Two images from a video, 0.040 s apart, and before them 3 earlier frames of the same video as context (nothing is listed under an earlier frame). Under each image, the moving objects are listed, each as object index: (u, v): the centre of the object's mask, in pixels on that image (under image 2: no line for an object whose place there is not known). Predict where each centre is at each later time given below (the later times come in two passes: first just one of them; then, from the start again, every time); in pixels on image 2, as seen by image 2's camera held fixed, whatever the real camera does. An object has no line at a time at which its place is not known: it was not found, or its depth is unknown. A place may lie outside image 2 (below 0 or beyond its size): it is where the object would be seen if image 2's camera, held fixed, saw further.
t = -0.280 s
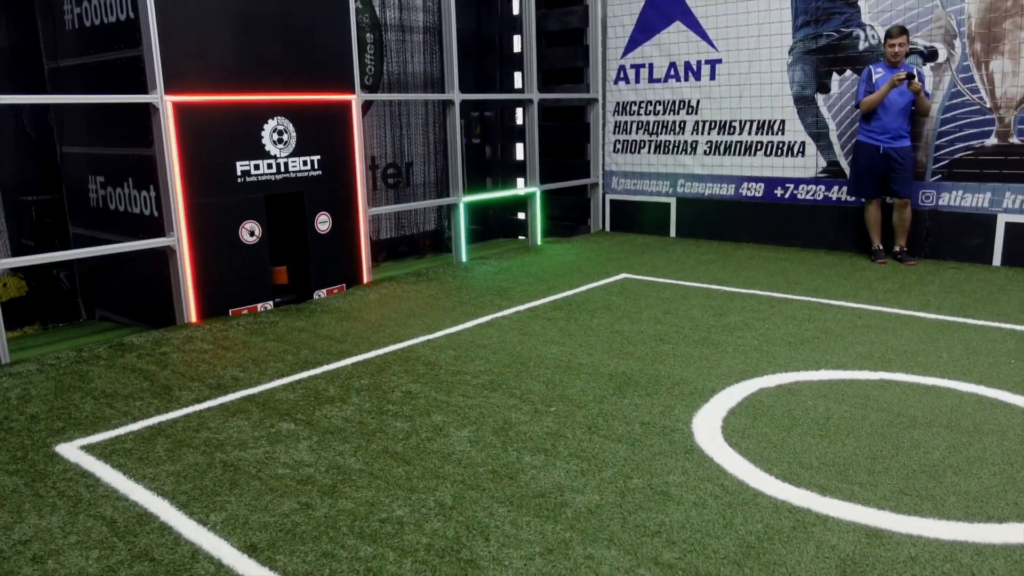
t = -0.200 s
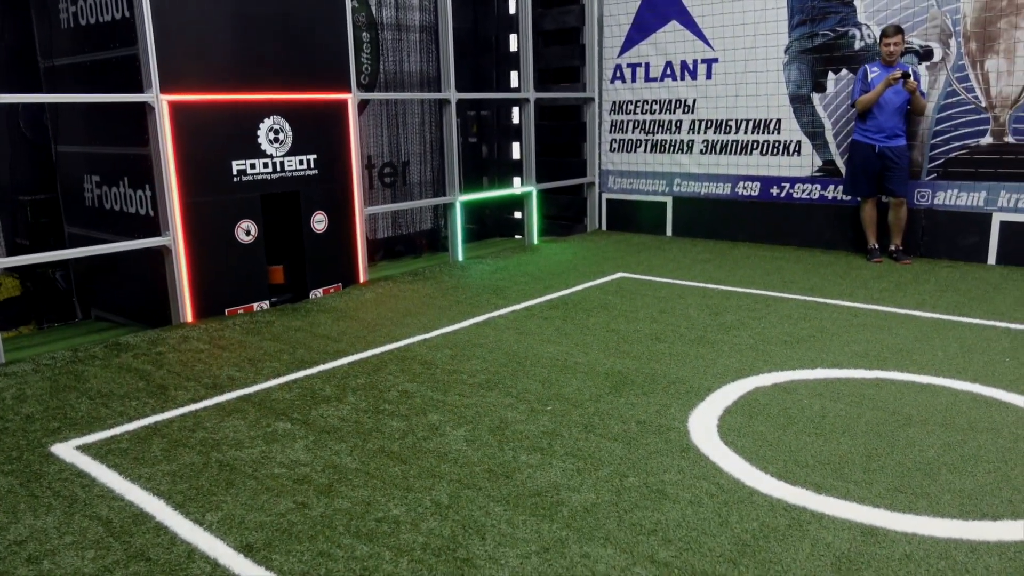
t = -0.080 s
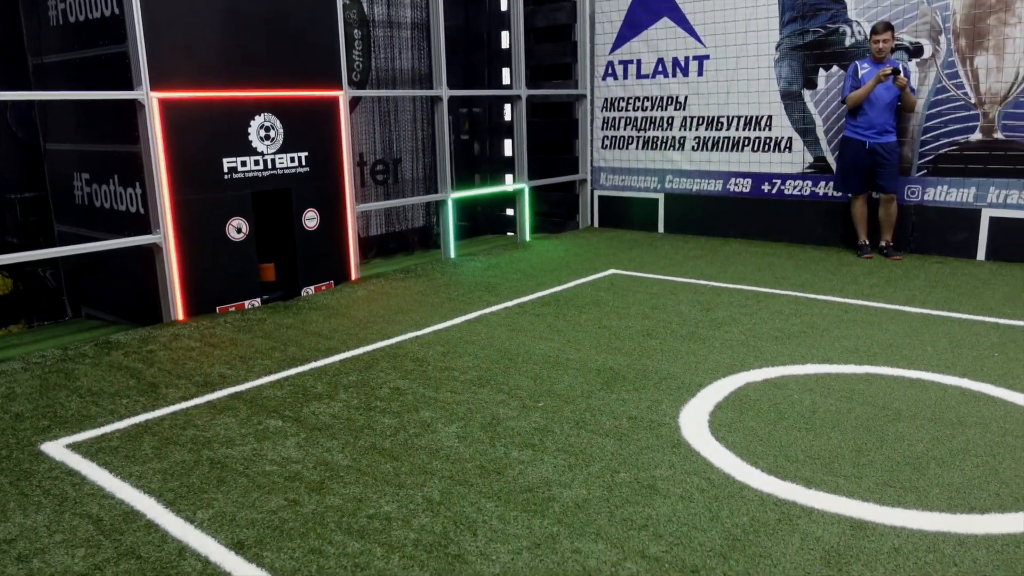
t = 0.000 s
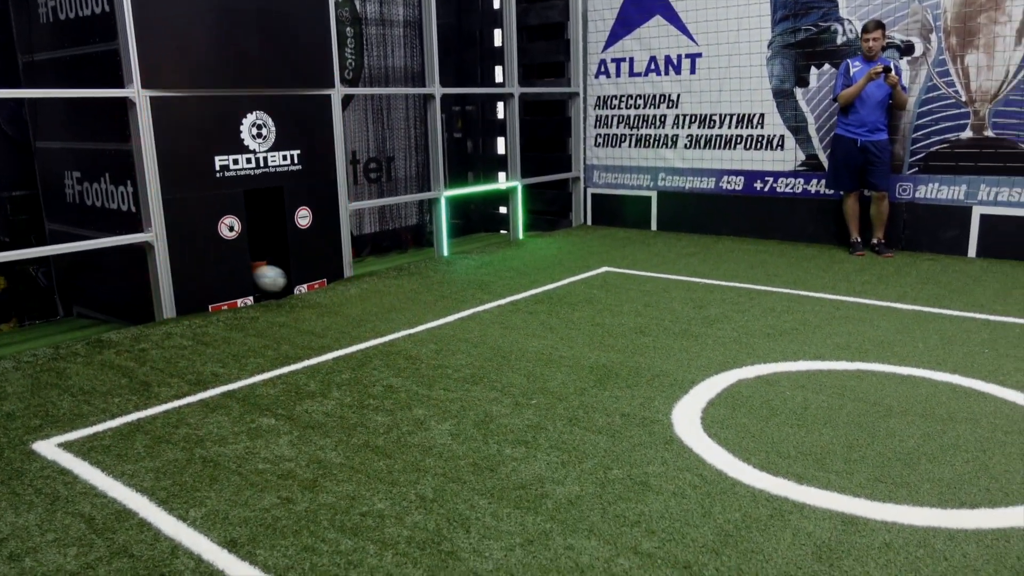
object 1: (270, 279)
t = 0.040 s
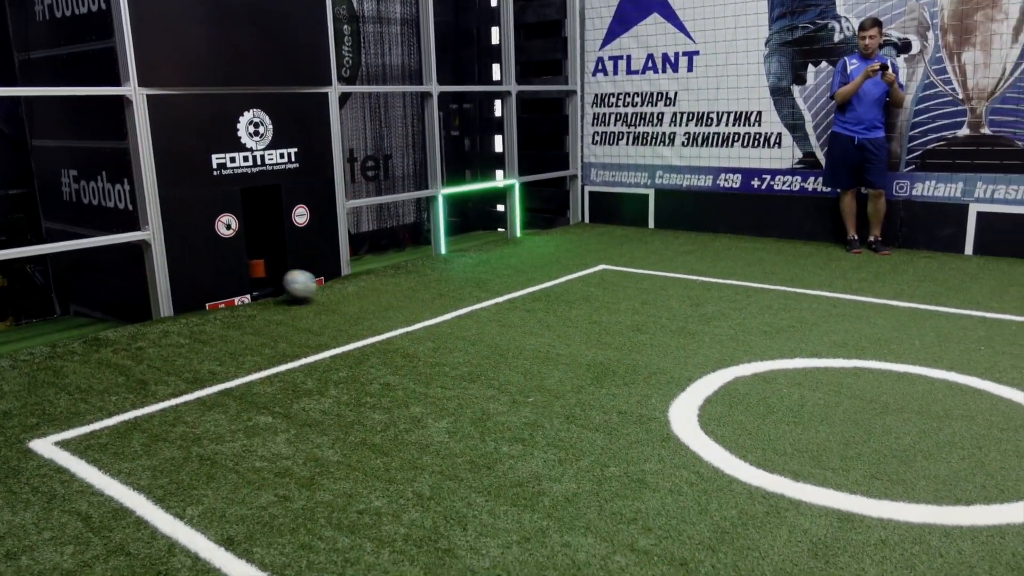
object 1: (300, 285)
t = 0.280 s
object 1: (559, 345)
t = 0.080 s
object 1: (337, 296)
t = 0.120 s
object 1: (374, 304)
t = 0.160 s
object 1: (415, 313)
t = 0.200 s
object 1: (461, 325)
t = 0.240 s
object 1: (508, 333)
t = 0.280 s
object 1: (559, 345)
